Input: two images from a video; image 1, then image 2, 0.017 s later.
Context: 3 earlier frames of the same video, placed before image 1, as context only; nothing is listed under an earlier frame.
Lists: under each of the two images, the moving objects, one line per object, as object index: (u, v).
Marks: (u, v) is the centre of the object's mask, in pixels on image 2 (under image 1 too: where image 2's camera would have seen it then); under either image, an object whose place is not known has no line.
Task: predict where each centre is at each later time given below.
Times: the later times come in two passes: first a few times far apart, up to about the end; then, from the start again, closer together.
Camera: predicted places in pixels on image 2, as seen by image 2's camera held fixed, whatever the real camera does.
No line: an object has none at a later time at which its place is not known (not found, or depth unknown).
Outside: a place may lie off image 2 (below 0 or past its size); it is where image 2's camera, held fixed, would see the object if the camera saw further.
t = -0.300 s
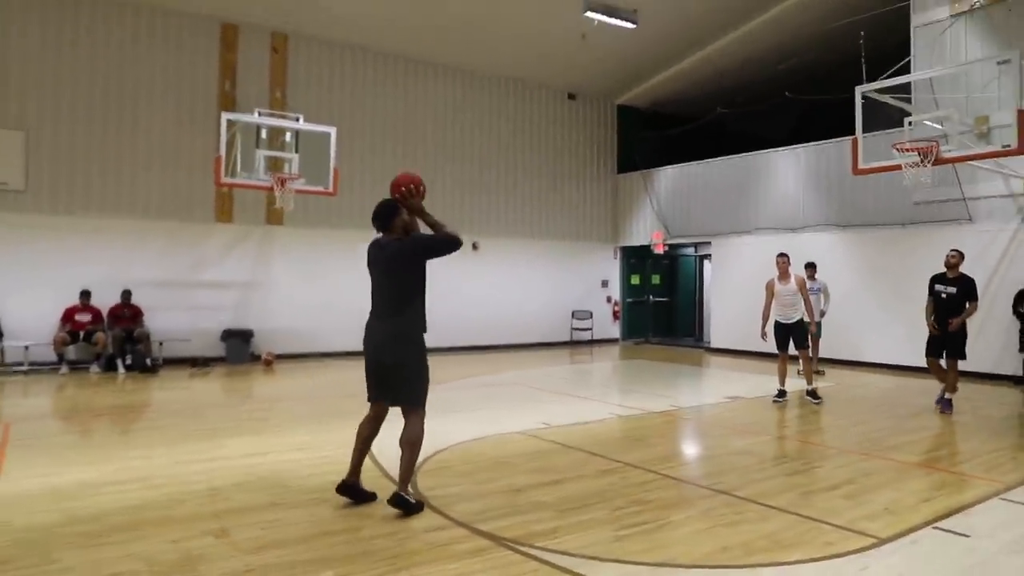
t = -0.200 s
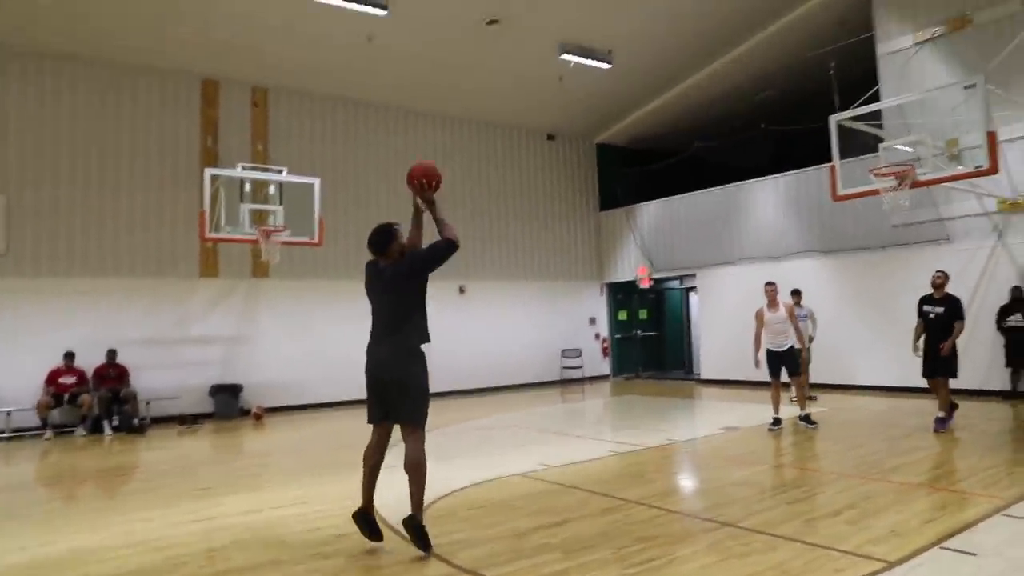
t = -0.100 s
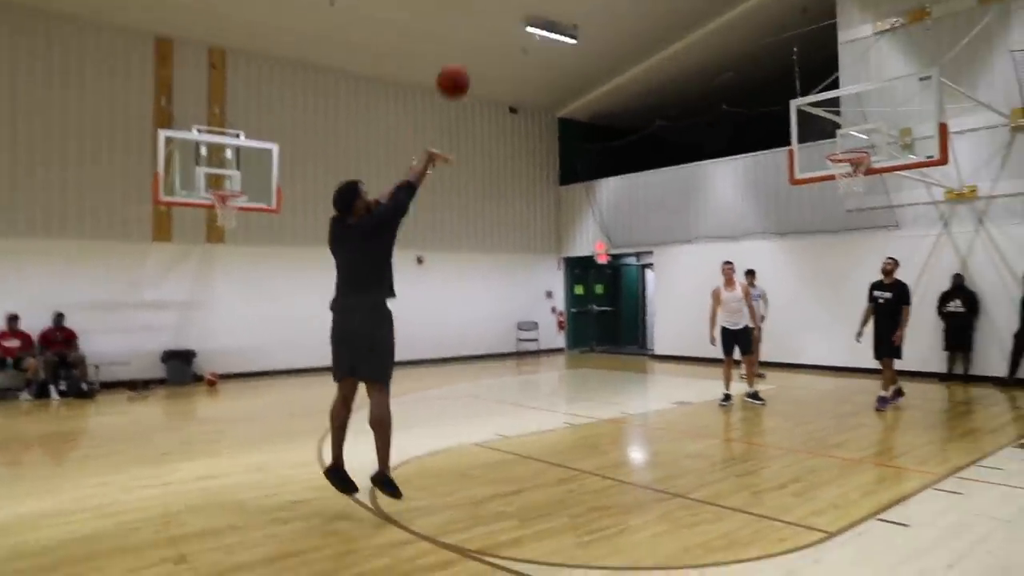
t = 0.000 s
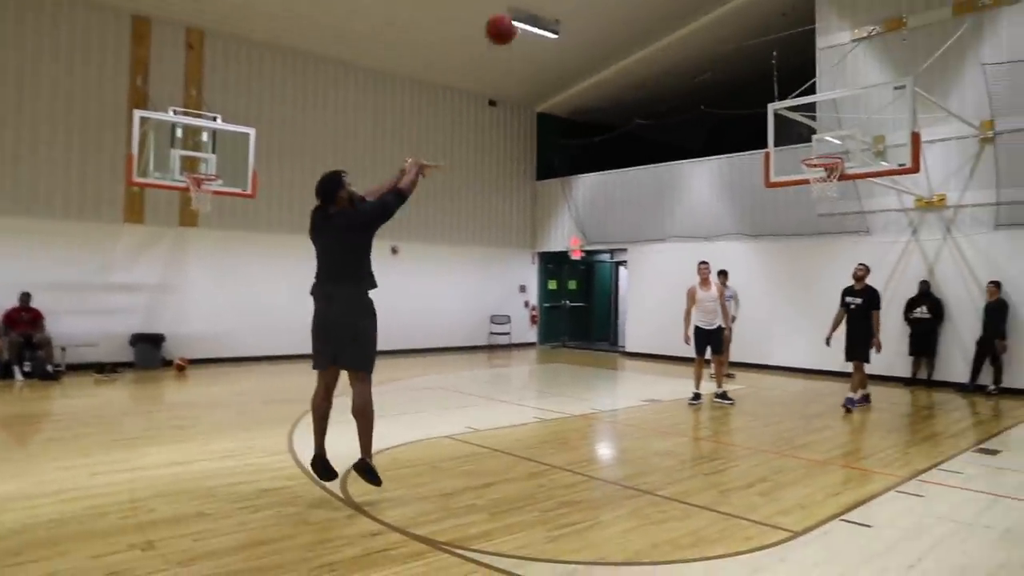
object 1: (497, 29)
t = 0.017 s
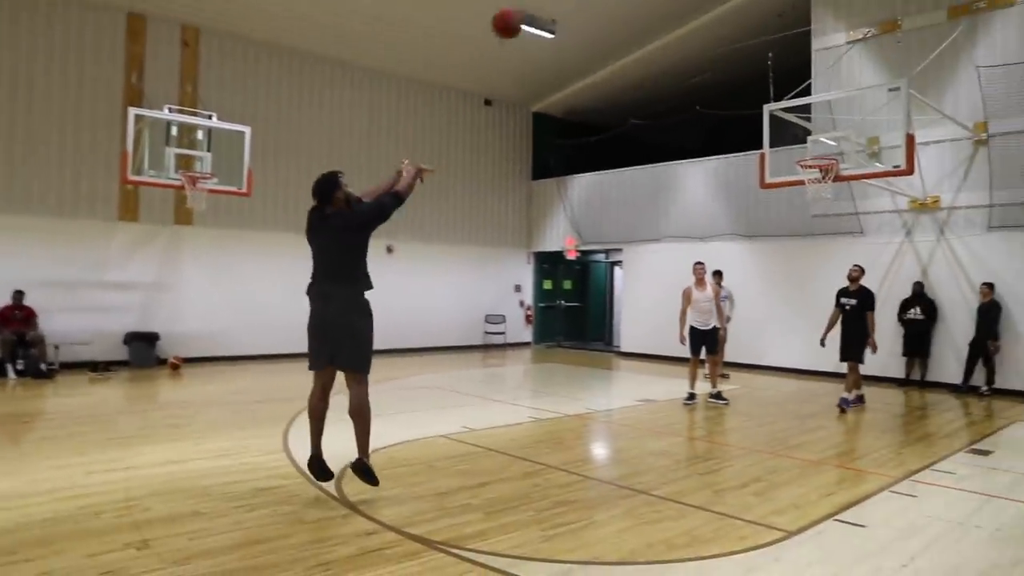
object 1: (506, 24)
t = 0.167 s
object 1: (586, 6)
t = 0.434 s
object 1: (692, 5)
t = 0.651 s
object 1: (758, 56)
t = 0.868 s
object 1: (815, 135)
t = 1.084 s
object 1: (801, 128)
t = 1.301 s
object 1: (800, 92)
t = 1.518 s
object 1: (800, 94)
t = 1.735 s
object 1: (799, 134)
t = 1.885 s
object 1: (799, 187)
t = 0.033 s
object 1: (517, 18)
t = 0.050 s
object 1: (526, 14)
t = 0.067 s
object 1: (535, 12)
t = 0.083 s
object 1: (544, 11)
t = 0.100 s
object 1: (553, 10)
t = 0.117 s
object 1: (562, 9)
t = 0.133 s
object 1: (570, 8)
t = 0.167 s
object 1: (586, 6)
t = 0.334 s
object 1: (657, 4)
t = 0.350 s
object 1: (663, 4)
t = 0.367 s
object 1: (669, 3)
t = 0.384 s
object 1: (674, 2)
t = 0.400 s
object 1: (680, 1)
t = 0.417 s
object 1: (686, 3)
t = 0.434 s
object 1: (692, 5)
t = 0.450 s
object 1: (698, 8)
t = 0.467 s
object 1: (703, 11)
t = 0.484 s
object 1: (709, 14)
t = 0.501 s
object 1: (714, 18)
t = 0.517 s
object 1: (719, 22)
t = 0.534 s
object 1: (725, 26)
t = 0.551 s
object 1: (729, 30)
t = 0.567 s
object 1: (737, 34)
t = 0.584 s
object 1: (740, 37)
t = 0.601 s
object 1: (745, 42)
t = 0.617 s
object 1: (754, 47)
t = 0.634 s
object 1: (754, 51)
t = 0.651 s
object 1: (758, 56)
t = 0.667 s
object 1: (763, 60)
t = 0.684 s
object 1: (768, 65)
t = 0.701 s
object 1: (772, 71)
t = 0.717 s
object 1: (777, 76)
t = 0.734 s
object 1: (782, 83)
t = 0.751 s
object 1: (785, 88)
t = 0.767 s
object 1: (790, 95)
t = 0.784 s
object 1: (793, 100)
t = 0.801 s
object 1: (798, 107)
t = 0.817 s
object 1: (802, 115)
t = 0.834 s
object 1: (807, 120)
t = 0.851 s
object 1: (810, 128)
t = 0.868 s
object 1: (815, 135)
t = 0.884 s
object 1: (818, 142)
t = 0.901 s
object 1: (822, 148)
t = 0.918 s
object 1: (825, 157)
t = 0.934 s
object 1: (823, 160)
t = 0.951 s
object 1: (816, 154)
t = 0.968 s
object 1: (808, 153)
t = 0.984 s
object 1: (801, 155)
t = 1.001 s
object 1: (801, 151)
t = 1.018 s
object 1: (801, 146)
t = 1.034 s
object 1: (801, 141)
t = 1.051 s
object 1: (801, 136)
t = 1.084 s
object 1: (801, 128)
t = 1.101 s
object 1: (801, 125)
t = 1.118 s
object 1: (802, 118)
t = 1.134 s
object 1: (801, 116)
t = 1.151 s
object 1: (800, 113)
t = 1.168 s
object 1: (801, 111)
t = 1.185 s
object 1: (800, 107)
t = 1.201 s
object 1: (800, 104)
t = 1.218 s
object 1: (800, 102)
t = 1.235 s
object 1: (800, 98)
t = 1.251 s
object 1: (800, 97)
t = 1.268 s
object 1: (800, 96)
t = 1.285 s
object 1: (800, 93)
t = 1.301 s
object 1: (800, 92)
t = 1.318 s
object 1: (800, 91)
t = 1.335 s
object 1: (800, 90)
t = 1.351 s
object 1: (799, 89)
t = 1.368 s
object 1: (800, 89)
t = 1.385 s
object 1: (800, 88)
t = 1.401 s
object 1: (800, 88)
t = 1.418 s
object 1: (800, 88)
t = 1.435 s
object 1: (800, 88)
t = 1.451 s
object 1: (800, 88)
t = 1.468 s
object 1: (800, 89)
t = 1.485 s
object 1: (800, 90)
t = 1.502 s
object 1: (800, 91)
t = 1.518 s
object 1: (800, 94)
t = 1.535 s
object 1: (800, 95)
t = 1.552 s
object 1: (800, 97)
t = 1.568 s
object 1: (800, 99)
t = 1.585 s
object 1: (800, 100)
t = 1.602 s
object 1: (800, 103)
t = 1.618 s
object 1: (800, 107)
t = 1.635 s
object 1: (800, 110)
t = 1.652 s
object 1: (800, 112)
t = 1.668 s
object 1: (799, 118)
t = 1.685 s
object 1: (799, 120)
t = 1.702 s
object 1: (799, 124)
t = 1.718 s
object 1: (799, 131)
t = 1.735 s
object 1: (799, 134)
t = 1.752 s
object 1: (799, 139)
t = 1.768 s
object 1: (799, 144)
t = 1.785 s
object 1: (799, 150)
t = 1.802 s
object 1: (799, 156)
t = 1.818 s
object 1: (799, 161)
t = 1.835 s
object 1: (799, 167)
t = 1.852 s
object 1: (799, 174)
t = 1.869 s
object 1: (799, 181)
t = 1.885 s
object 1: (799, 187)
